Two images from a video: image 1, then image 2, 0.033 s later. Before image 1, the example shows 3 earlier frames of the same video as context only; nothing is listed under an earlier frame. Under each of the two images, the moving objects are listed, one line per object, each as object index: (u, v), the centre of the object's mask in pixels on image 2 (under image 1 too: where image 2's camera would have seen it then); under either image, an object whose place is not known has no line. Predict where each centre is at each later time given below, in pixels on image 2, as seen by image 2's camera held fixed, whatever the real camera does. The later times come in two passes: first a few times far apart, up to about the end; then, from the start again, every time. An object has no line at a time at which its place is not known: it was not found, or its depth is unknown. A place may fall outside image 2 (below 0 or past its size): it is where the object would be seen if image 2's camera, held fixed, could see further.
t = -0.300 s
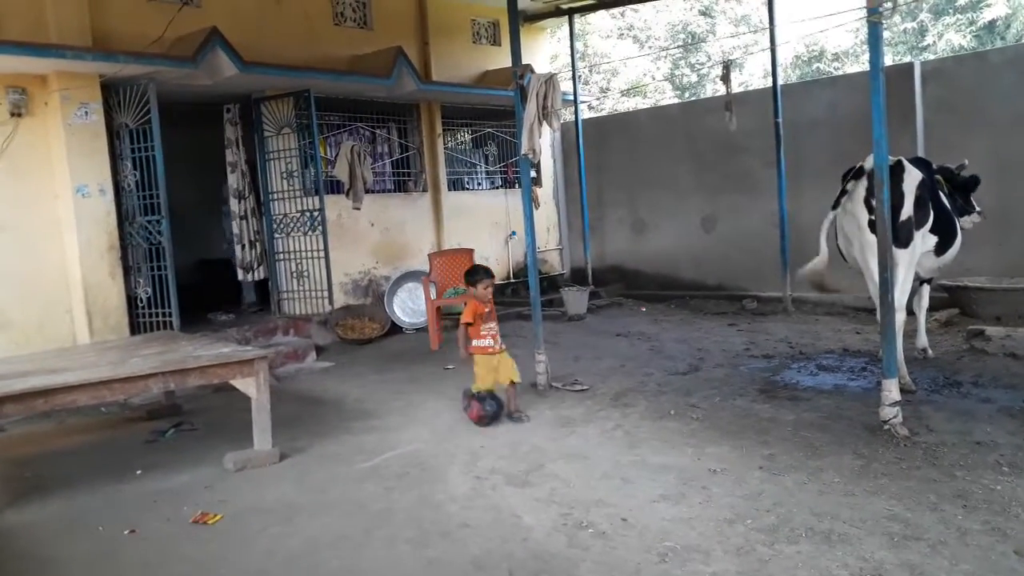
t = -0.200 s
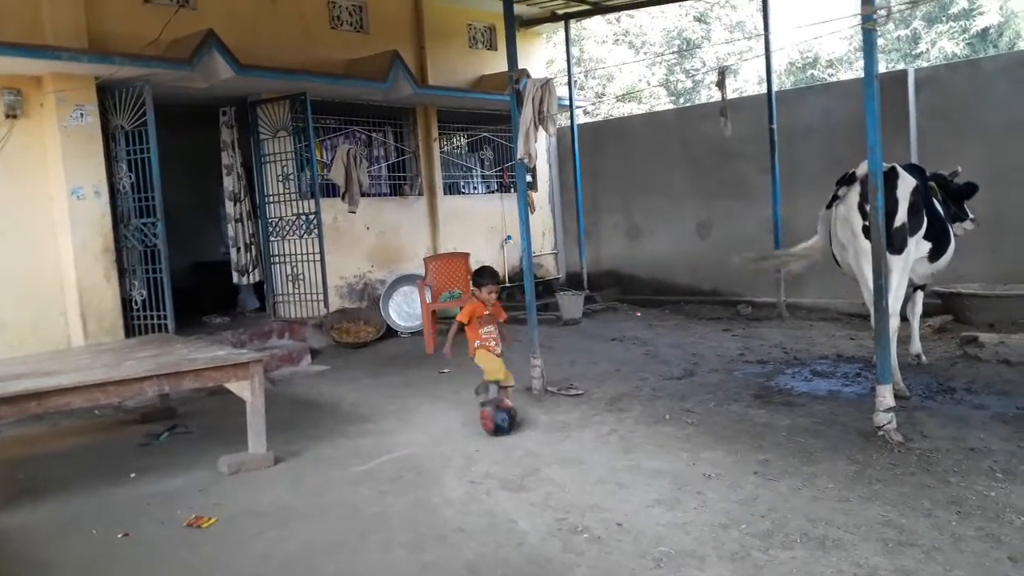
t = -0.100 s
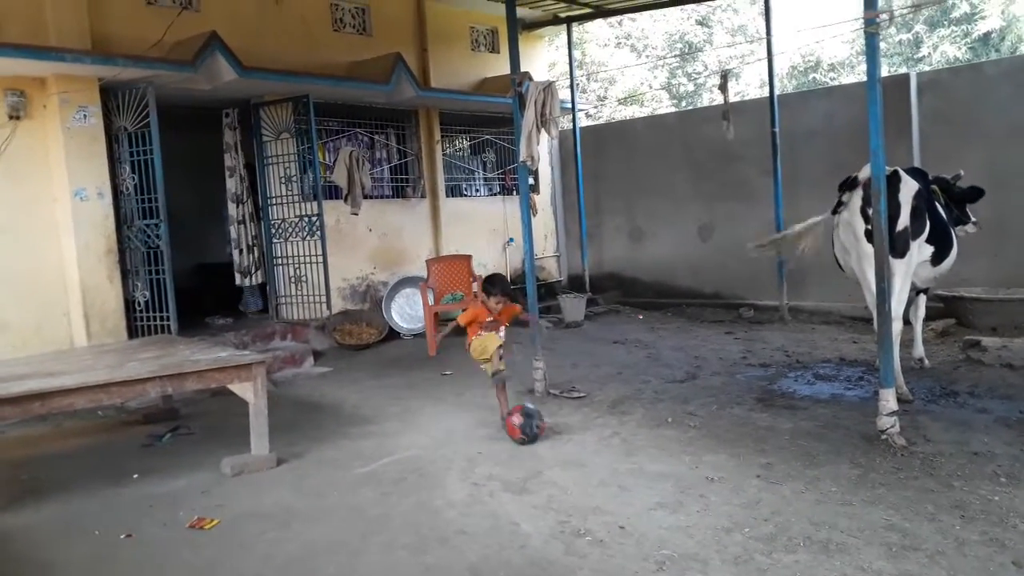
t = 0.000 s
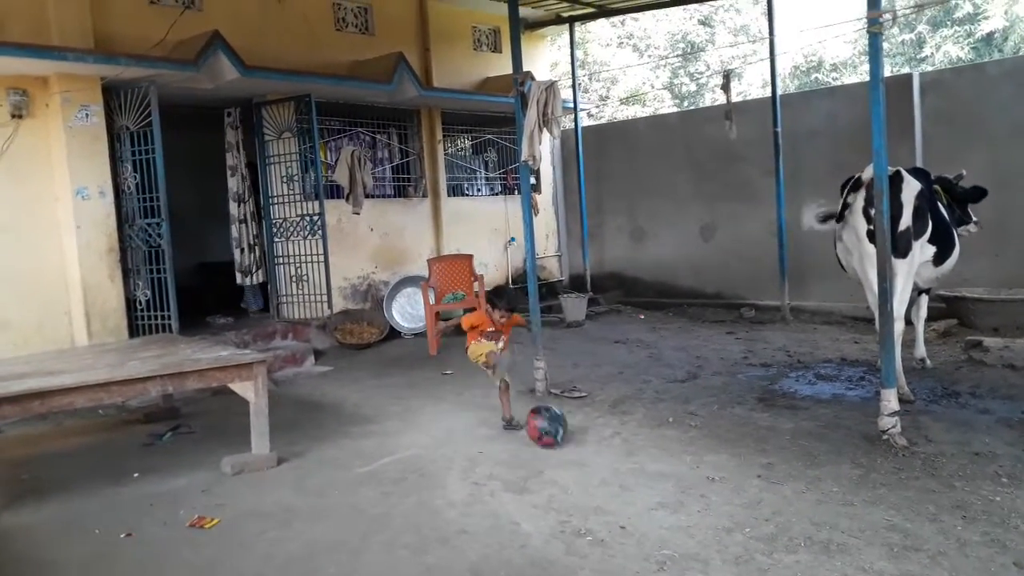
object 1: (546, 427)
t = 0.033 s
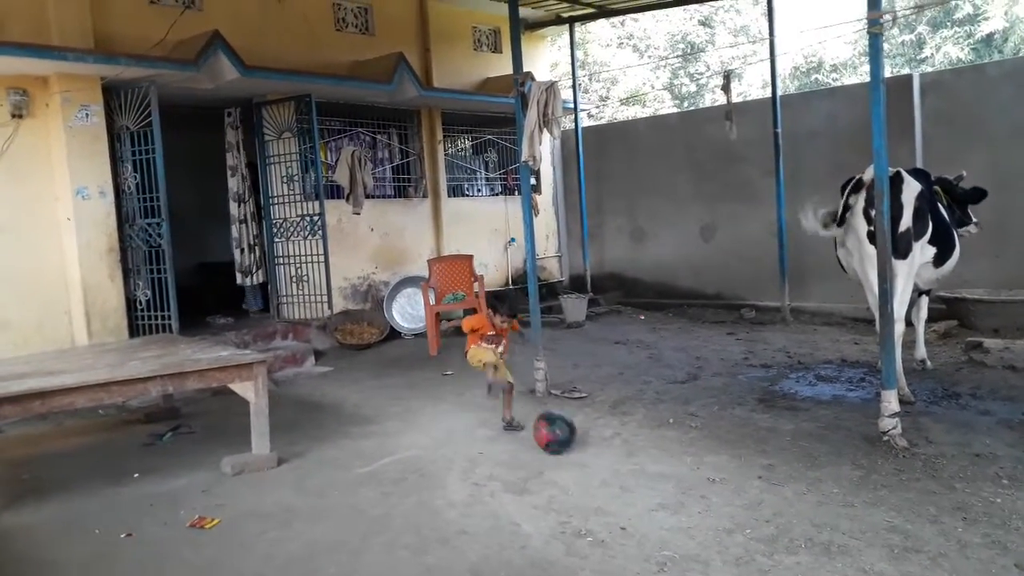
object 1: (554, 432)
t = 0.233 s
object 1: (608, 453)
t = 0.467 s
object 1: (688, 480)
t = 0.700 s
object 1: (789, 507)
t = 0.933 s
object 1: (904, 540)
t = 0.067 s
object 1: (562, 437)
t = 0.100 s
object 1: (571, 437)
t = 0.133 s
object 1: (579, 441)
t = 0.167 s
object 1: (588, 446)
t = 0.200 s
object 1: (598, 451)
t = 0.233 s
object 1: (608, 453)
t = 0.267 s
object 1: (618, 458)
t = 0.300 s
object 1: (629, 461)
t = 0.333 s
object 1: (640, 464)
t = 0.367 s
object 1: (652, 469)
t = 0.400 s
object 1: (664, 470)
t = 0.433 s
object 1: (676, 473)
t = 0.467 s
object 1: (688, 480)
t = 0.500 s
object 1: (702, 484)
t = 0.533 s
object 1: (716, 488)
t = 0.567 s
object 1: (729, 492)
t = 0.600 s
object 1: (743, 496)
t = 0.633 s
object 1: (760, 502)
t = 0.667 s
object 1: (774, 504)
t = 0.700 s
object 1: (789, 507)
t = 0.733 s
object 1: (805, 513)
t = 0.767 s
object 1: (820, 516)
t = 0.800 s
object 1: (836, 520)
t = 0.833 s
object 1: (852, 523)
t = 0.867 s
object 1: (869, 531)
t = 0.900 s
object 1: (886, 539)
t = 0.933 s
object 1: (904, 540)
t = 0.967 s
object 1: (923, 545)
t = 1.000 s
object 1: (942, 554)
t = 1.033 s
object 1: (963, 564)
